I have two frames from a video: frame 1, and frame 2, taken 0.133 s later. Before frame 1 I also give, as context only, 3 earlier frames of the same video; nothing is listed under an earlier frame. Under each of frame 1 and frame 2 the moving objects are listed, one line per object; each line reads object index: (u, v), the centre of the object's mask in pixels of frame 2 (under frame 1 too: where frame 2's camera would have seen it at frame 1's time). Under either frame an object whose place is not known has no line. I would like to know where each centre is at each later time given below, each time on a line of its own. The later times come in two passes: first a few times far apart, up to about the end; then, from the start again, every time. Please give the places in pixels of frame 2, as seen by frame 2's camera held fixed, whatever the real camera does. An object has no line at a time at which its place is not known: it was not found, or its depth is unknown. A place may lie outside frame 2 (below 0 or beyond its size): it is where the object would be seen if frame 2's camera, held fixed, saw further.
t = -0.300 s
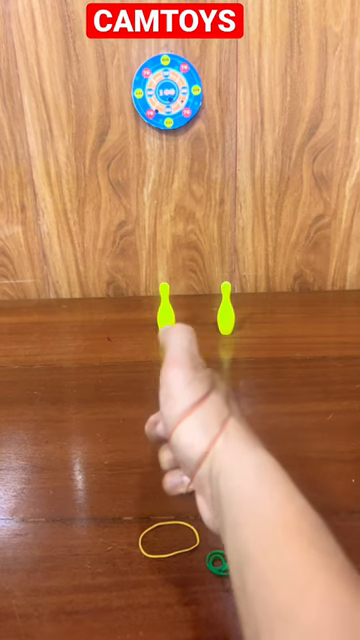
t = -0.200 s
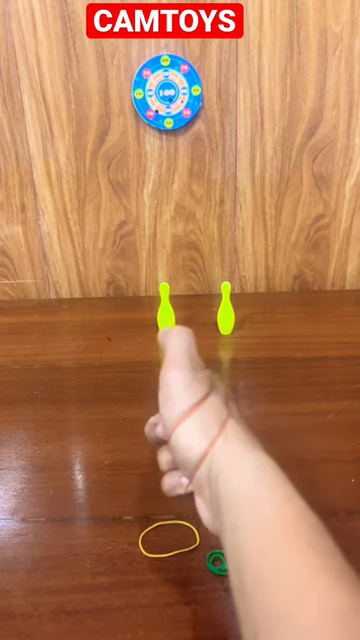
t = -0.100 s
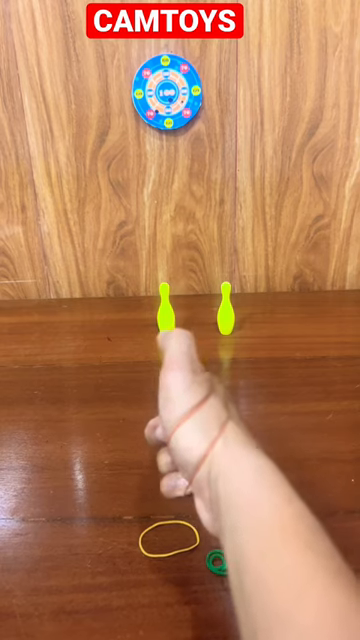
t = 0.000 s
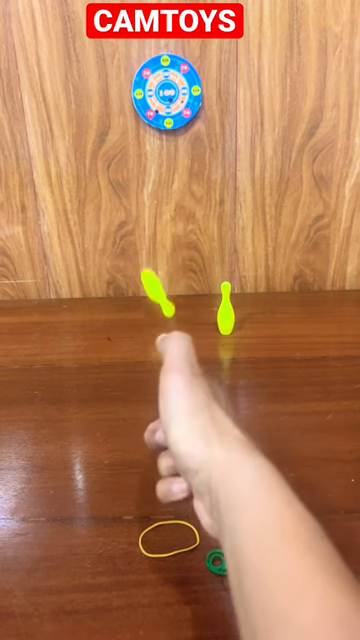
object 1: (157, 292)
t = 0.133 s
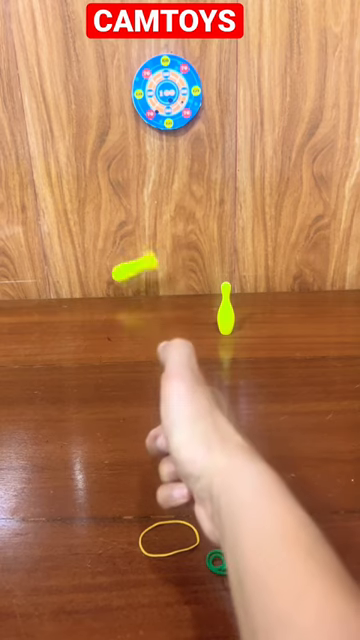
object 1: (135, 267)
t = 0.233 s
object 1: (114, 292)
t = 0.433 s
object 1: (76, 302)
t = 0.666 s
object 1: (38, 317)
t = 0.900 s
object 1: (29, 316)
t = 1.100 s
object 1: (32, 318)
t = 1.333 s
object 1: (30, 319)
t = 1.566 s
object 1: (33, 327)
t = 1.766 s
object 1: (40, 329)
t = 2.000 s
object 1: (52, 332)
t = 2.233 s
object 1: (72, 333)
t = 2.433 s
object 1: (80, 333)
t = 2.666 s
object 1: (75, 333)
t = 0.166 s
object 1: (125, 265)
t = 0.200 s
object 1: (115, 275)
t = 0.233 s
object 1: (114, 292)
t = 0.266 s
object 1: (109, 299)
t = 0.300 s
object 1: (103, 290)
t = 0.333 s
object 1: (97, 288)
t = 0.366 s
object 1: (91, 293)
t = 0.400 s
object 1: (83, 301)
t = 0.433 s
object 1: (76, 302)
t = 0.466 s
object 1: (71, 310)
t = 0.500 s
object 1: (69, 317)
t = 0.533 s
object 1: (60, 311)
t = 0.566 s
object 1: (51, 310)
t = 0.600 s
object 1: (45, 314)
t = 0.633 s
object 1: (40, 313)
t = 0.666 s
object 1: (38, 317)
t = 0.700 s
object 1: (38, 313)
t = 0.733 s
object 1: (36, 313)
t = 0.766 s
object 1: (38, 316)
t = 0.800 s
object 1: (35, 314)
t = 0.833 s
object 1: (35, 316)
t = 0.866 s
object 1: (32, 314)
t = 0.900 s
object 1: (29, 316)
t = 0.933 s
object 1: (29, 316)
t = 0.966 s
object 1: (30, 319)
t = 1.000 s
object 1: (32, 318)
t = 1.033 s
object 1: (33, 318)
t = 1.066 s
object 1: (33, 318)
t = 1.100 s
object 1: (32, 318)
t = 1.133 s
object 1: (32, 318)
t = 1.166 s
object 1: (32, 317)
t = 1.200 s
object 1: (33, 318)
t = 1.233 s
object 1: (33, 318)
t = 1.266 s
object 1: (31, 318)
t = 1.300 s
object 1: (31, 319)
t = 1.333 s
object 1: (30, 319)
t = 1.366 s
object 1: (29, 321)
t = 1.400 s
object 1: (28, 322)
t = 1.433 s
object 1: (28, 323)
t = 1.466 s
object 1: (29, 324)
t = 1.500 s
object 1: (30, 325)
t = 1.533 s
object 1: (32, 326)
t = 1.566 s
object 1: (33, 327)
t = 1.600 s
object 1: (34, 327)
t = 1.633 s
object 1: (36, 328)
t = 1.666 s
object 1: (37, 328)
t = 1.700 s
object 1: (38, 329)
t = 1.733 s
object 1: (39, 329)
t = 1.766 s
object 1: (40, 329)
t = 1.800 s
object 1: (41, 330)
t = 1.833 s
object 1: (43, 330)
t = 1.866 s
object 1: (44, 330)
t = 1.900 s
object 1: (46, 331)
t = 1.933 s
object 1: (48, 331)
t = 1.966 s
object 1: (50, 331)
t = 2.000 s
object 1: (52, 332)
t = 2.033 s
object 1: (55, 332)
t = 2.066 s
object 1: (58, 333)
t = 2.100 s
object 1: (61, 333)
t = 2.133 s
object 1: (64, 333)
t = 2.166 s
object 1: (67, 333)
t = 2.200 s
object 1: (70, 333)
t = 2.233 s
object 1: (72, 333)
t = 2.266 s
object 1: (74, 333)
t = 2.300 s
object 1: (76, 333)
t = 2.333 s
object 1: (77, 333)
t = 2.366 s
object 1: (78, 333)
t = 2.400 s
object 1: (79, 333)
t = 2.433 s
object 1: (80, 333)
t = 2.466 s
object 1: (80, 333)
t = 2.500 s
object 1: (80, 333)
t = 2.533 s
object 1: (79, 333)
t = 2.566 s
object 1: (79, 333)
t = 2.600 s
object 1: (78, 333)
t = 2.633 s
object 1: (77, 333)
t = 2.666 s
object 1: (75, 333)
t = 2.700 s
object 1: (73, 333)
